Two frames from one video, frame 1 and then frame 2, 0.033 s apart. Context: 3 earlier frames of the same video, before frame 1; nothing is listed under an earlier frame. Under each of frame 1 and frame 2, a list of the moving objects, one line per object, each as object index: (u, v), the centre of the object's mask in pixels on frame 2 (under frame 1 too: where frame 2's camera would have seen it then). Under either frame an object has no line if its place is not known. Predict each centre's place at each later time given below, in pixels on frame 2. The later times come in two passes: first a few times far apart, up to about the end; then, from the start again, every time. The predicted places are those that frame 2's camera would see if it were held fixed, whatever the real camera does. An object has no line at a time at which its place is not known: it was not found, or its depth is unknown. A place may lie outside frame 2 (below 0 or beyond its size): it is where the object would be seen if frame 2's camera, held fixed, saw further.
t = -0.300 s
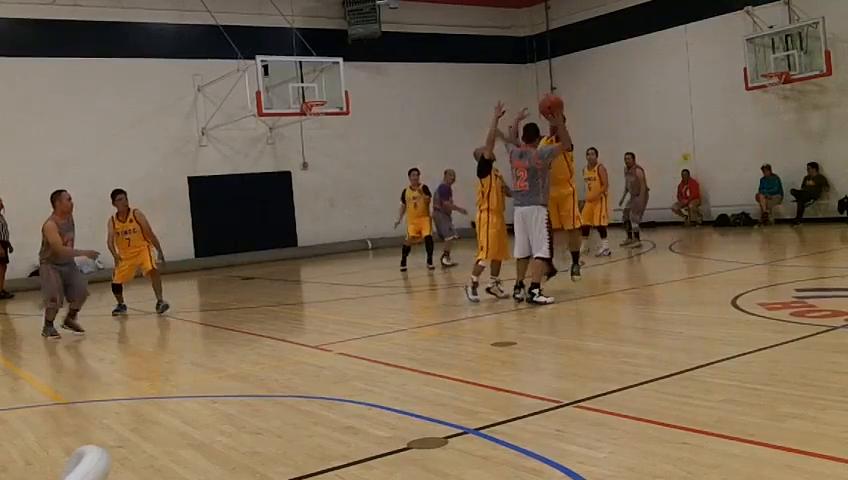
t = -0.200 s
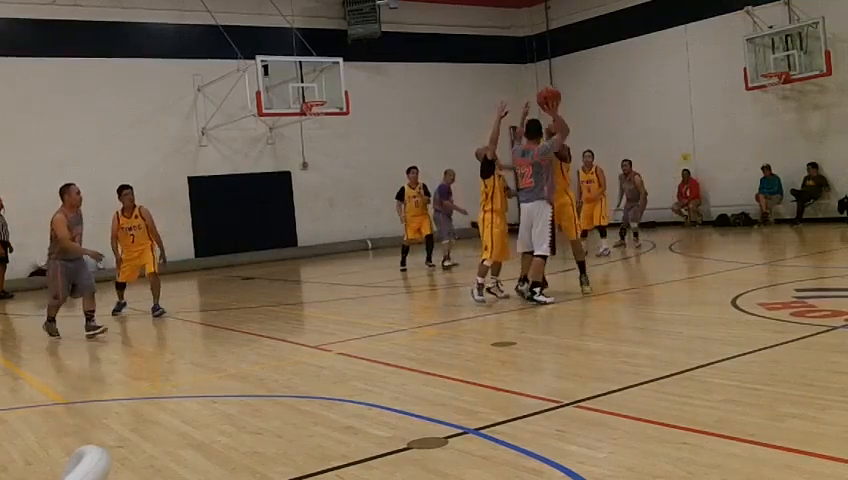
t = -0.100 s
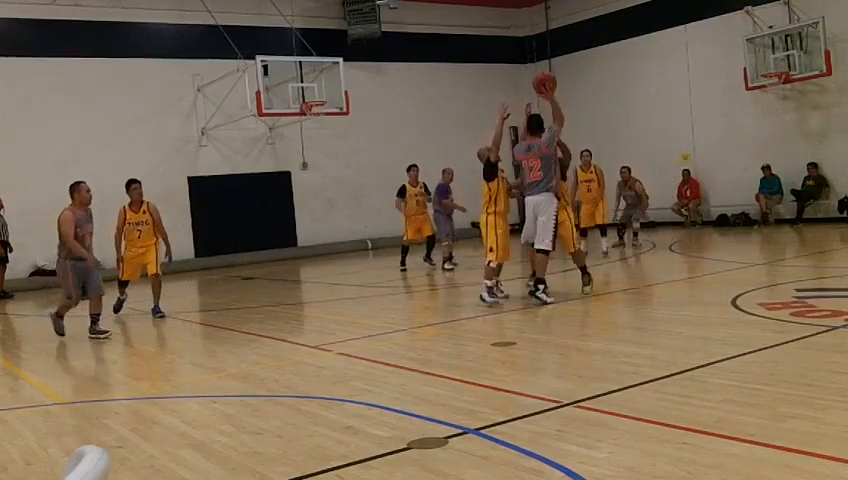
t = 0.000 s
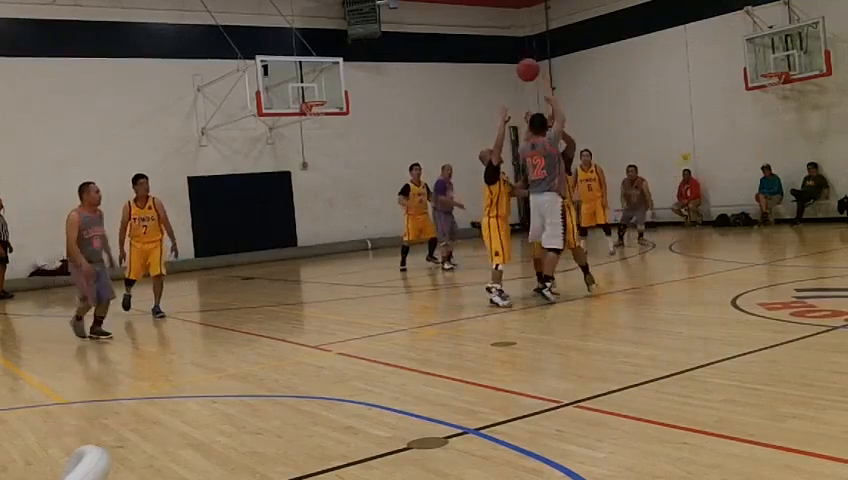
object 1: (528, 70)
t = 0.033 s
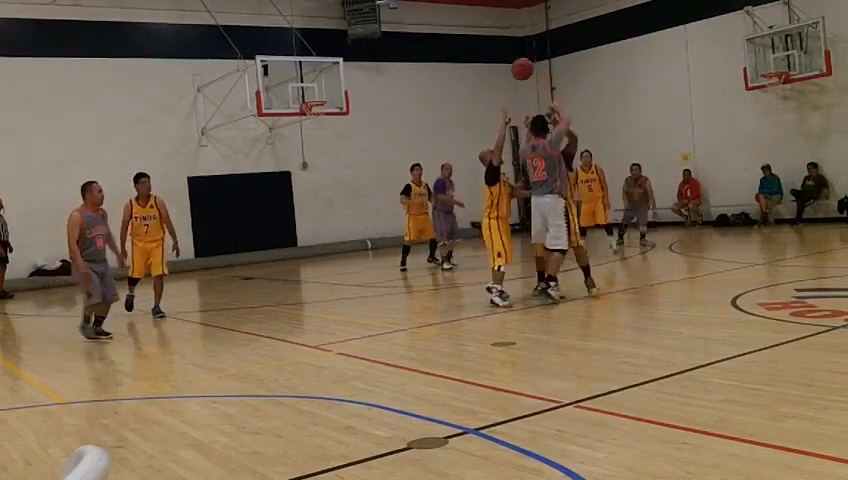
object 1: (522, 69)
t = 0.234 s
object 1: (495, 83)
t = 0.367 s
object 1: (481, 106)
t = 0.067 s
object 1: (516, 69)
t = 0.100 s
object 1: (511, 70)
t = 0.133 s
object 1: (507, 72)
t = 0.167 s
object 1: (502, 74)
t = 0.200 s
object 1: (498, 79)
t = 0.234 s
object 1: (495, 83)
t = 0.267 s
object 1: (491, 88)
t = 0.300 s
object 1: (488, 93)
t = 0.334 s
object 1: (484, 99)
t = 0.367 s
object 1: (481, 106)
